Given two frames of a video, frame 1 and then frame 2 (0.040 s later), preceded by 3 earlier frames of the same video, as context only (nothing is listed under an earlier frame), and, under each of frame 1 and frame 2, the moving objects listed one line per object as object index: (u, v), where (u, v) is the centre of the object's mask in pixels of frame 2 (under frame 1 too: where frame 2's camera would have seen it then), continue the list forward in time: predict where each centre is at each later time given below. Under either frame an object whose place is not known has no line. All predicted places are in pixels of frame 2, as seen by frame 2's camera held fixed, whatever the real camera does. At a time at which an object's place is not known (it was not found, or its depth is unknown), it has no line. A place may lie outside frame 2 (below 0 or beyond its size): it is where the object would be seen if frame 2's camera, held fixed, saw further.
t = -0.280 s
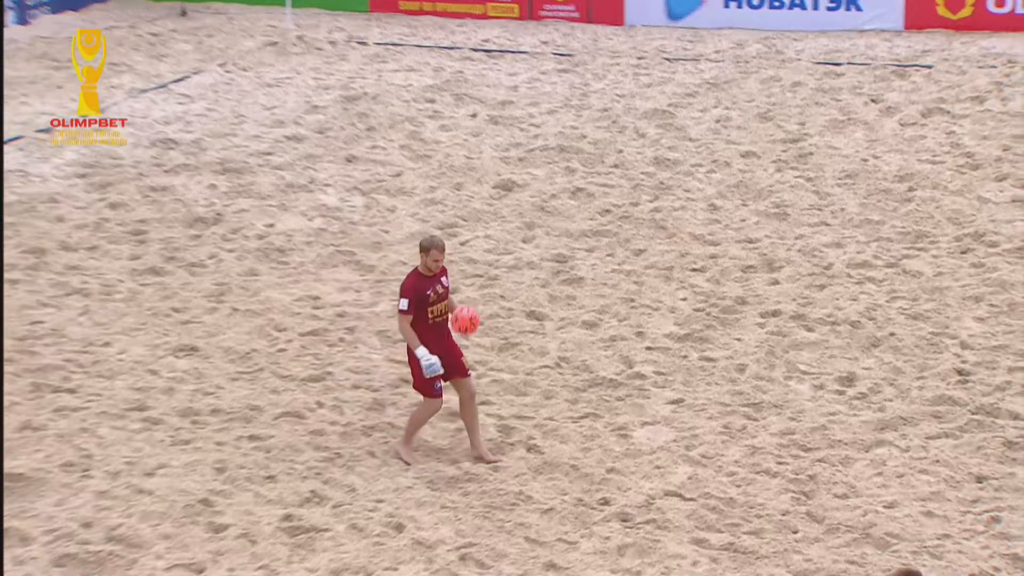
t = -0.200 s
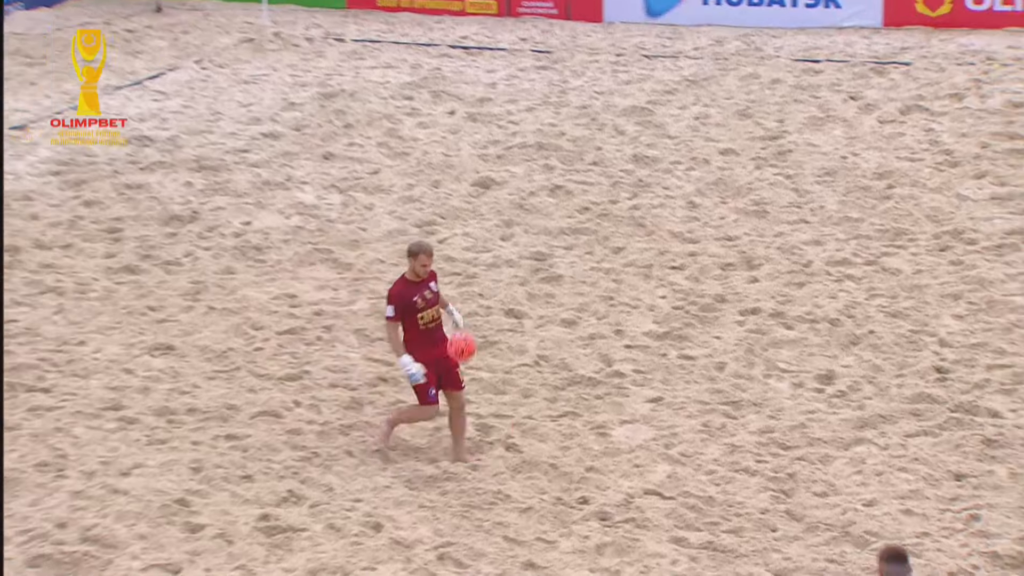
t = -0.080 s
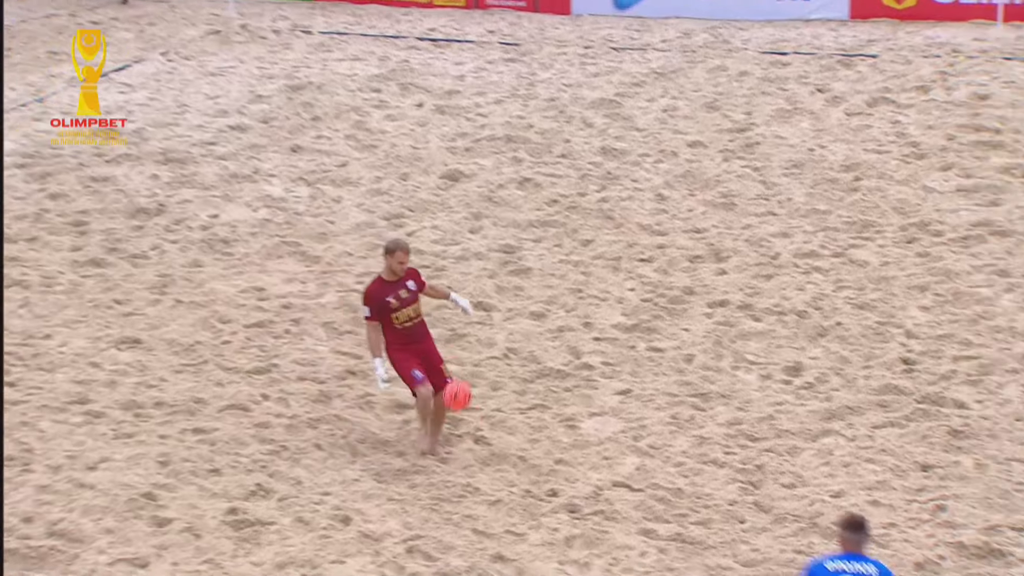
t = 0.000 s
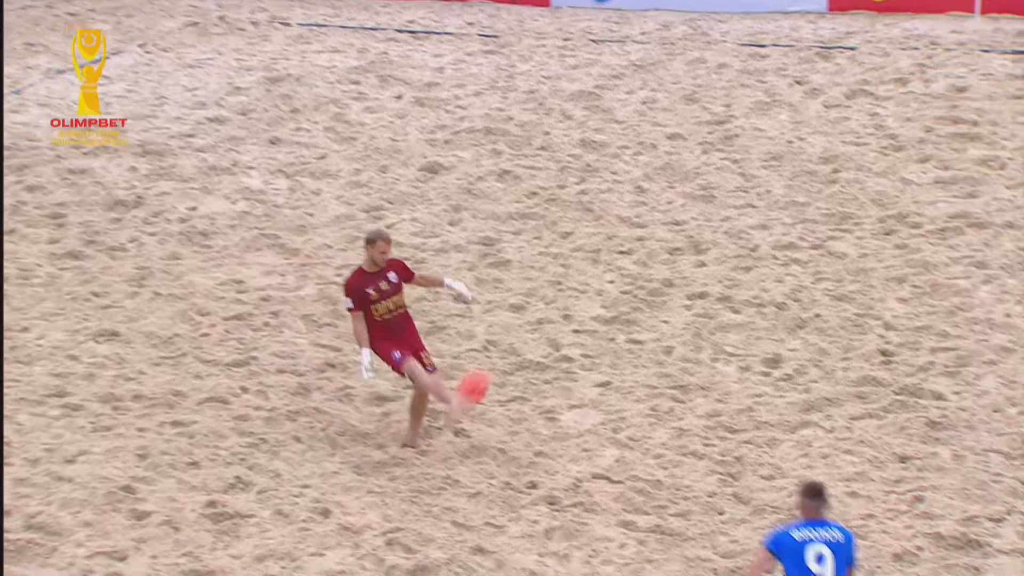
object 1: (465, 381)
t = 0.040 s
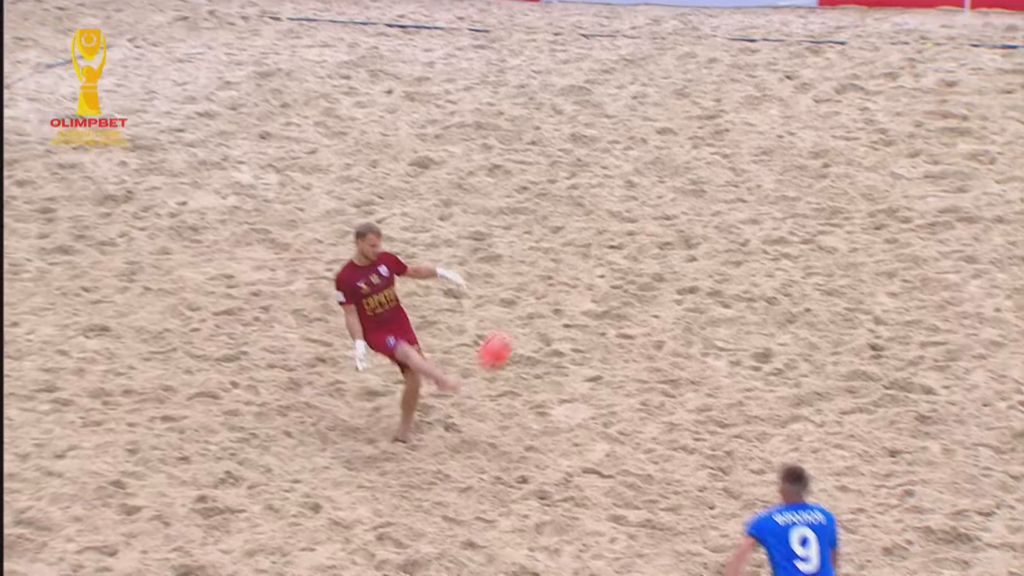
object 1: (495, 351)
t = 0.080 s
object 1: (526, 322)
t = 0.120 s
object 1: (559, 297)
